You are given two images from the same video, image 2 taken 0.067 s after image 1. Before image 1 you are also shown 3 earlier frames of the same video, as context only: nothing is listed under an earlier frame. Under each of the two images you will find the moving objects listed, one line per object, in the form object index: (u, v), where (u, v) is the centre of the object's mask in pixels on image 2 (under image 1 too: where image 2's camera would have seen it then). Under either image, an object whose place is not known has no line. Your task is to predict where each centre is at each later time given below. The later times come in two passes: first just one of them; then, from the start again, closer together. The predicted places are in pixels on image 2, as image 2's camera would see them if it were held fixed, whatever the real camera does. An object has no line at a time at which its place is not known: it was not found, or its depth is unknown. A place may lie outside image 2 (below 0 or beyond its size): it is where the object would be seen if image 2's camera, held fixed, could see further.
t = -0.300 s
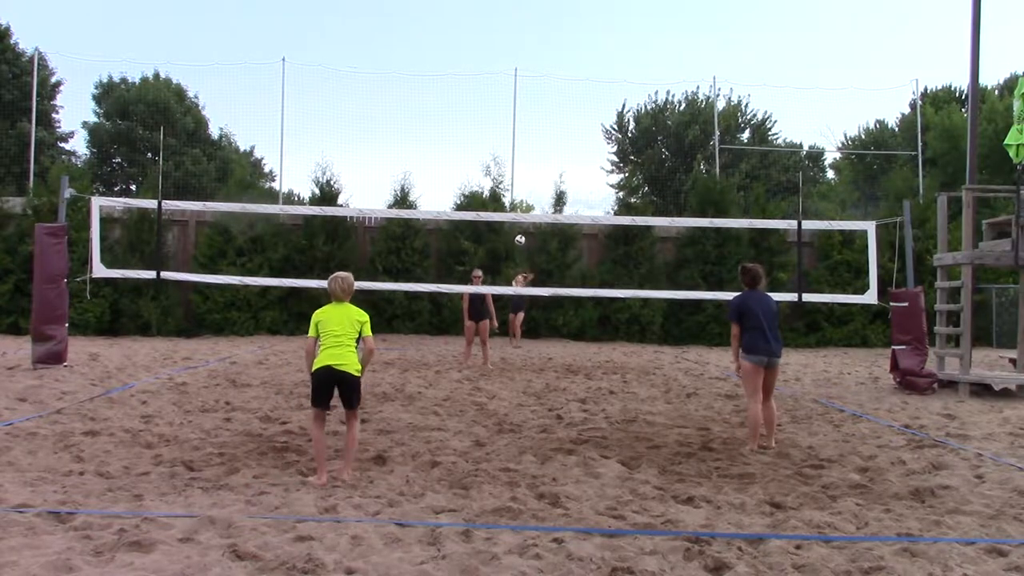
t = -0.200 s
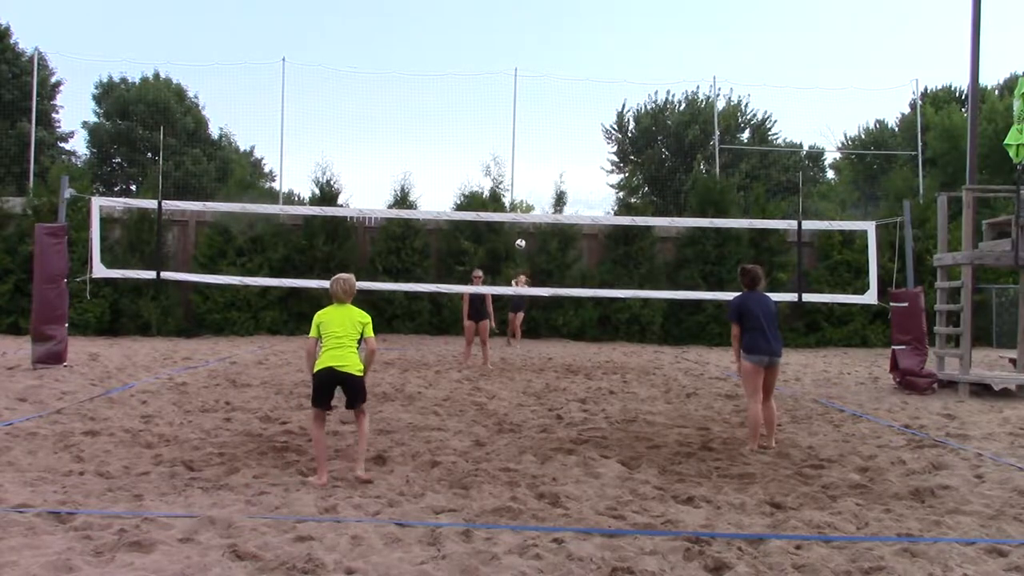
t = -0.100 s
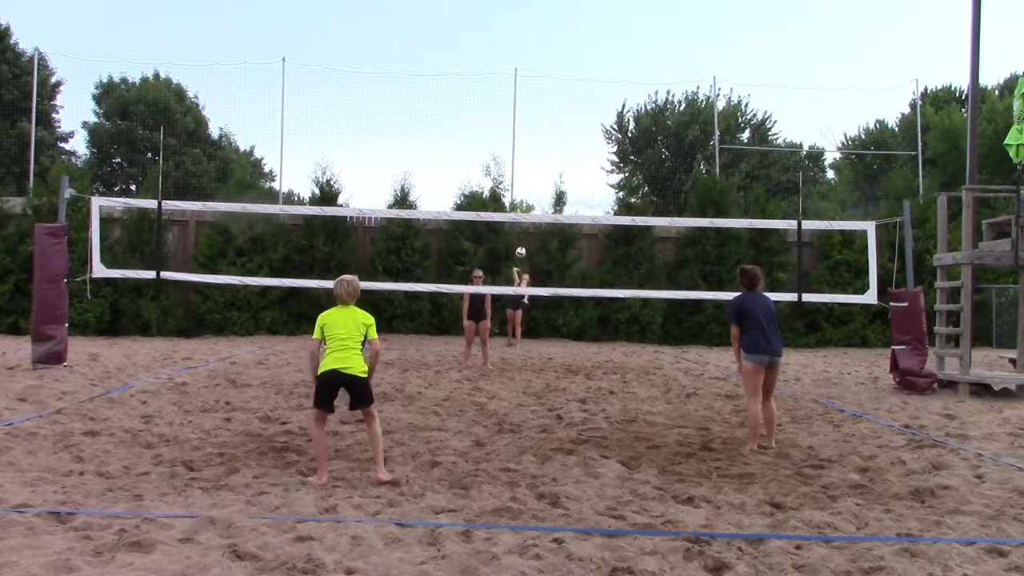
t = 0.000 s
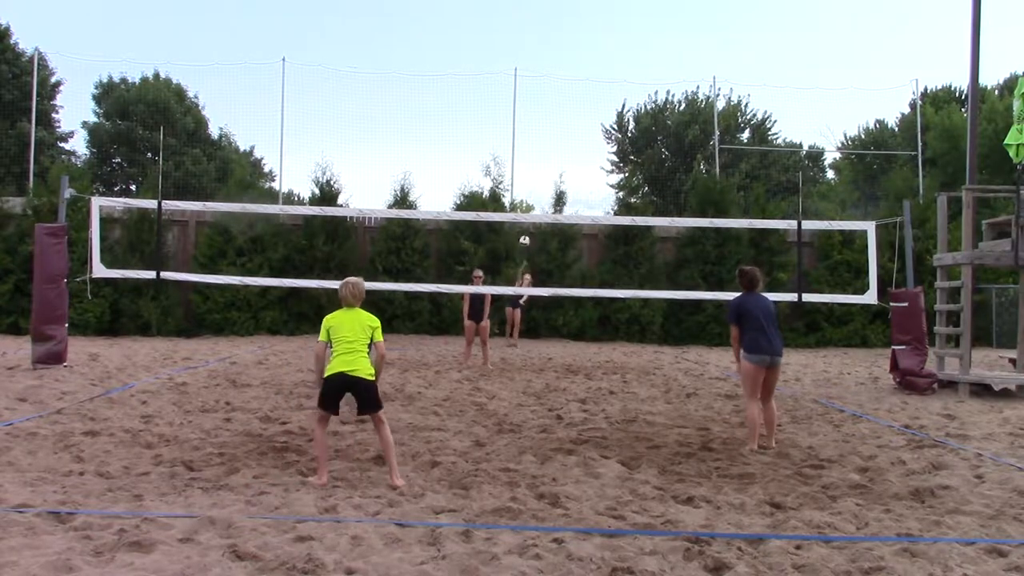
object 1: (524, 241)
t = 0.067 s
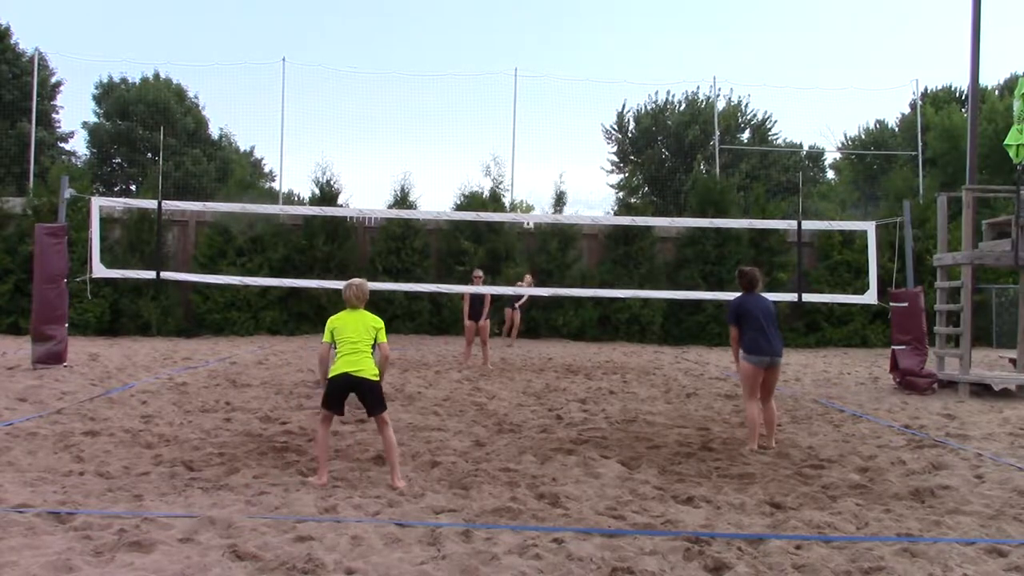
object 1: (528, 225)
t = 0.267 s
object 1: (541, 180)
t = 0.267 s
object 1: (541, 180)
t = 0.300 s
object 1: (543, 175)
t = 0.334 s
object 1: (544, 169)
